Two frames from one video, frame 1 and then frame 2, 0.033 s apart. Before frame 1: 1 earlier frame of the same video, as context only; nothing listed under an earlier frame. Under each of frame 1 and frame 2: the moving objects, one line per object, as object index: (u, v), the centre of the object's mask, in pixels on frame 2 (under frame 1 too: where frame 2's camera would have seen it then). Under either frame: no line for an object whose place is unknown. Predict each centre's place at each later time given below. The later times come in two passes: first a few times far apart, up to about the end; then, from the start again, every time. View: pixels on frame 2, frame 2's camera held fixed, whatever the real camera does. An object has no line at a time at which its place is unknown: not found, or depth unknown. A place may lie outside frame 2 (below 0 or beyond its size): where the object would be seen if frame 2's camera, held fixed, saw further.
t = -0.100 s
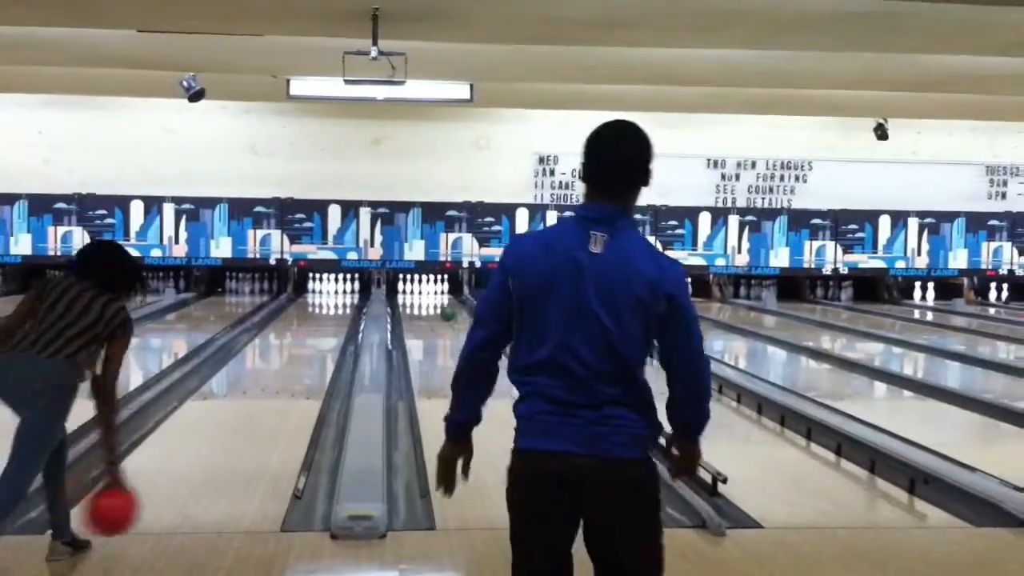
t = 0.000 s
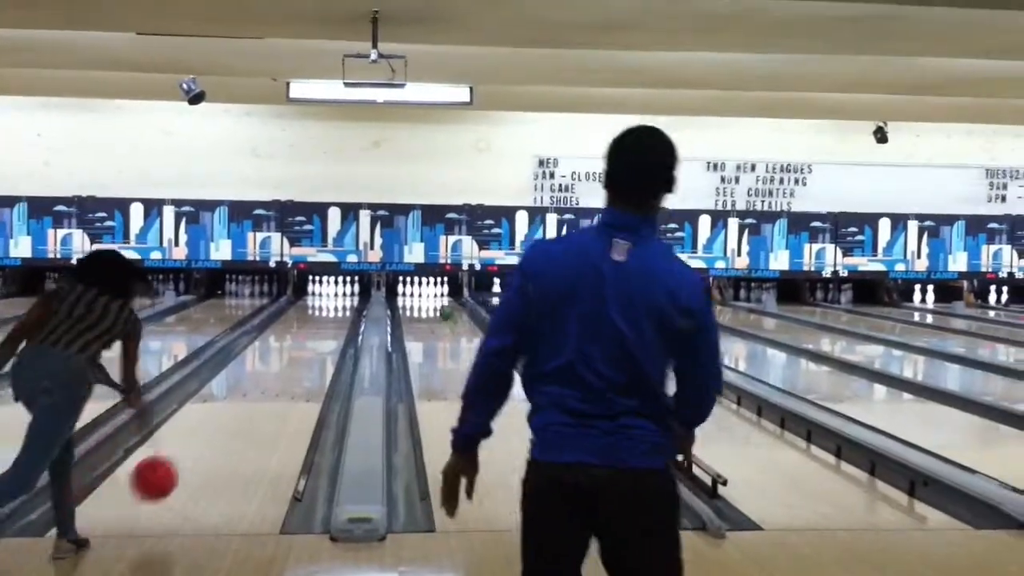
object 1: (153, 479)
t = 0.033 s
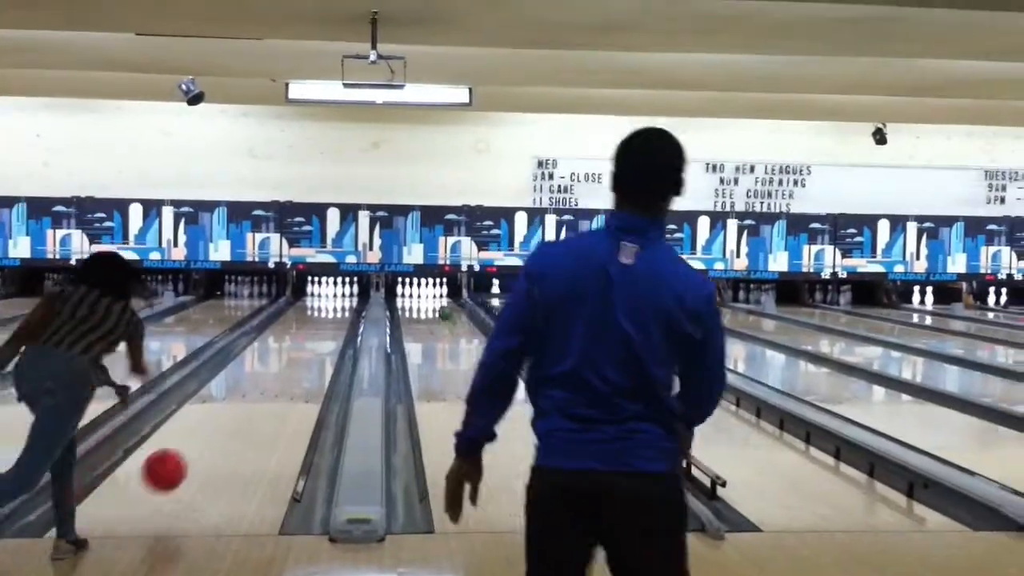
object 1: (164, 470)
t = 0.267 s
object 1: (220, 423)
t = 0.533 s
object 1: (257, 379)
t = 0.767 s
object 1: (278, 354)
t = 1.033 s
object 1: (294, 337)
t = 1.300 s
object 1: (305, 320)
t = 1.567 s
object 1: (313, 310)
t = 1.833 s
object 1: (320, 303)
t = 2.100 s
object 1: (323, 294)
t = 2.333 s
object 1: (324, 294)
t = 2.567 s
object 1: (326, 290)
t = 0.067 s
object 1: (174, 464)
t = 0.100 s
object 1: (184, 461)
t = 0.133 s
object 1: (192, 455)
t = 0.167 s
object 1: (200, 444)
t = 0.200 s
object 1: (207, 437)
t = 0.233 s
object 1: (213, 430)
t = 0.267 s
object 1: (220, 423)
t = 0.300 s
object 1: (226, 416)
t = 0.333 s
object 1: (231, 410)
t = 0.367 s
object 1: (236, 404)
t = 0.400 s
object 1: (240, 398)
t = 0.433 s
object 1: (245, 393)
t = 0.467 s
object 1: (249, 389)
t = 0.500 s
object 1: (253, 384)
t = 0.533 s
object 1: (257, 379)
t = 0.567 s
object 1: (260, 375)
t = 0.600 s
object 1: (263, 371)
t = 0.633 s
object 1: (267, 368)
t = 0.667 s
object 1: (269, 364)
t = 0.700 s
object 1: (272, 361)
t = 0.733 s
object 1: (275, 357)
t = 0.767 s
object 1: (278, 354)
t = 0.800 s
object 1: (280, 351)
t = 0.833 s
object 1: (282, 349)
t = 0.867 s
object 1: (283, 346)
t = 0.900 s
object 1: (285, 344)
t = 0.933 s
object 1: (287, 341)
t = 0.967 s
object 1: (289, 340)
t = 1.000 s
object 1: (292, 338)
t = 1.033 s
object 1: (294, 337)
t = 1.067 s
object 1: (296, 332)
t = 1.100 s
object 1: (297, 331)
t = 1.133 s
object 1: (298, 329)
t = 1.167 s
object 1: (300, 327)
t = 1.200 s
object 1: (301, 325)
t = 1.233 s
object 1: (302, 324)
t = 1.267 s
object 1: (304, 323)
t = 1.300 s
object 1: (305, 320)
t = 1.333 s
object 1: (305, 320)
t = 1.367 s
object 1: (306, 318)
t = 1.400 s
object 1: (308, 317)
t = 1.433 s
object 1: (309, 316)
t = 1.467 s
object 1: (310, 314)
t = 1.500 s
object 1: (312, 311)
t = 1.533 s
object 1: (313, 310)
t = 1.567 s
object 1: (313, 310)
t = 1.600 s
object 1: (313, 309)
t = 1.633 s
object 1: (313, 309)
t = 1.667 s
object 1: (315, 309)
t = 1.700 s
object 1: (316, 307)
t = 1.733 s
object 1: (317, 306)
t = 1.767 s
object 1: (318, 304)
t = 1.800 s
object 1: (319, 304)
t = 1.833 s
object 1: (320, 303)
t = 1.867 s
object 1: (321, 303)
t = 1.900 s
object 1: (321, 300)
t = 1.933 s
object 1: (322, 299)
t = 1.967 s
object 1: (323, 297)
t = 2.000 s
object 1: (322, 298)
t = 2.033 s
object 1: (322, 296)
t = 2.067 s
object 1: (323, 295)
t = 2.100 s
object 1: (323, 294)
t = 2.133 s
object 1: (324, 294)
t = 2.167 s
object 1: (324, 294)
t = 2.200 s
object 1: (327, 294)
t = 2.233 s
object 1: (327, 294)
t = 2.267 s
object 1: (325, 293)
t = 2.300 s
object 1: (325, 293)
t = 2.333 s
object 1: (324, 294)
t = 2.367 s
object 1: (324, 291)
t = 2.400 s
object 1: (325, 291)
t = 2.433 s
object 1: (326, 290)
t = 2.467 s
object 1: (327, 290)
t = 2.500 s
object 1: (325, 291)
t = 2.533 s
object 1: (325, 290)
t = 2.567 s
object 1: (326, 290)
